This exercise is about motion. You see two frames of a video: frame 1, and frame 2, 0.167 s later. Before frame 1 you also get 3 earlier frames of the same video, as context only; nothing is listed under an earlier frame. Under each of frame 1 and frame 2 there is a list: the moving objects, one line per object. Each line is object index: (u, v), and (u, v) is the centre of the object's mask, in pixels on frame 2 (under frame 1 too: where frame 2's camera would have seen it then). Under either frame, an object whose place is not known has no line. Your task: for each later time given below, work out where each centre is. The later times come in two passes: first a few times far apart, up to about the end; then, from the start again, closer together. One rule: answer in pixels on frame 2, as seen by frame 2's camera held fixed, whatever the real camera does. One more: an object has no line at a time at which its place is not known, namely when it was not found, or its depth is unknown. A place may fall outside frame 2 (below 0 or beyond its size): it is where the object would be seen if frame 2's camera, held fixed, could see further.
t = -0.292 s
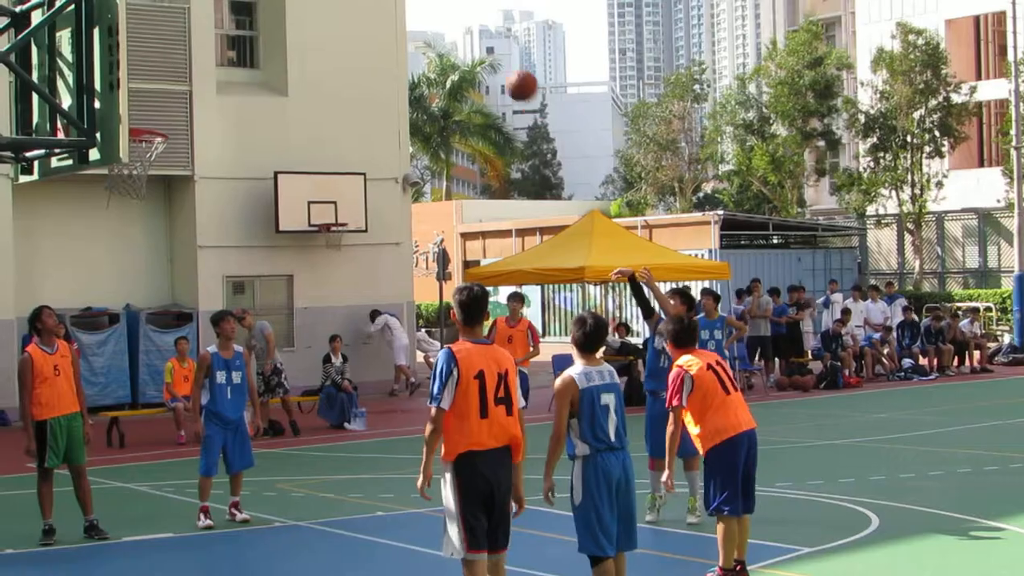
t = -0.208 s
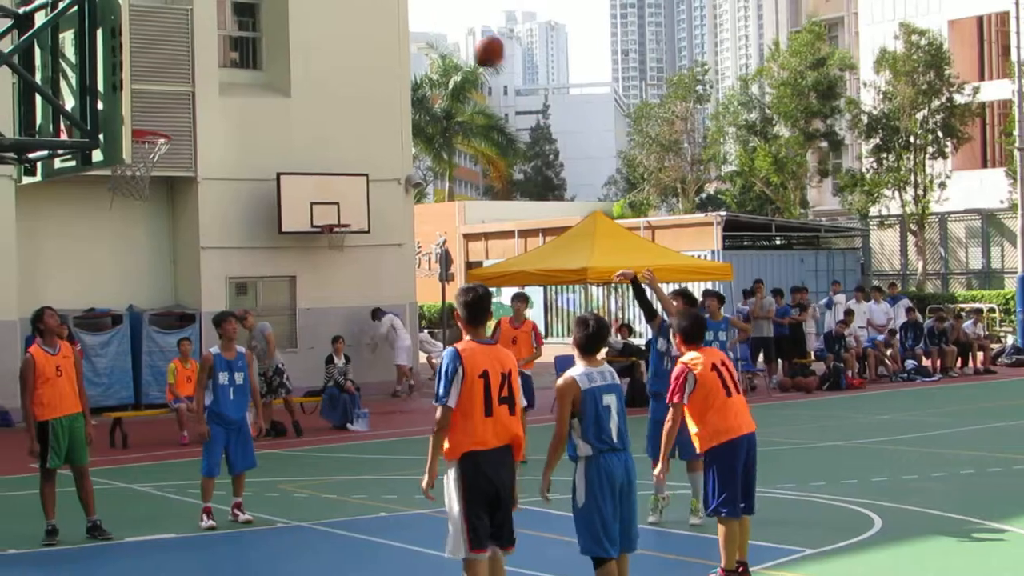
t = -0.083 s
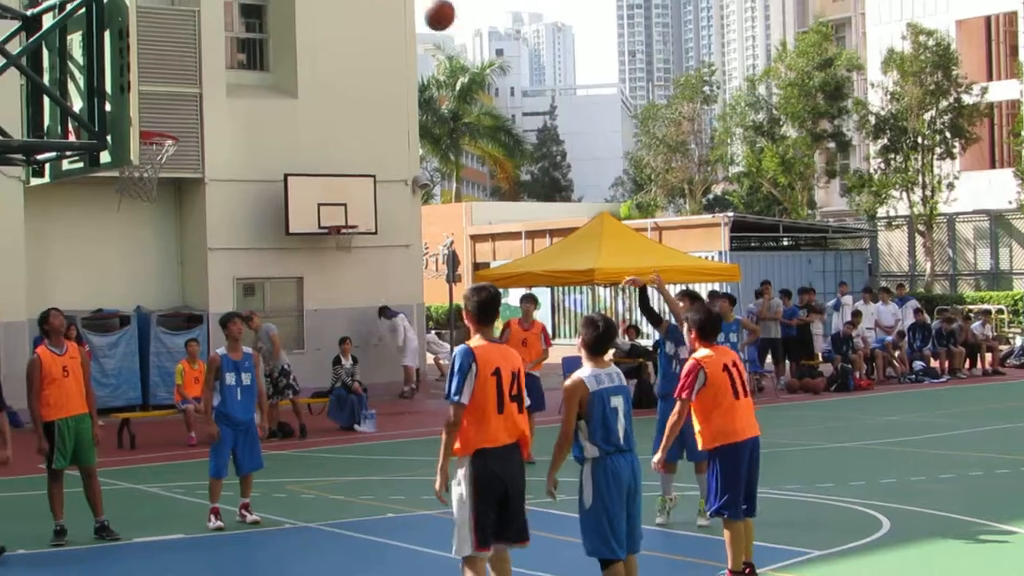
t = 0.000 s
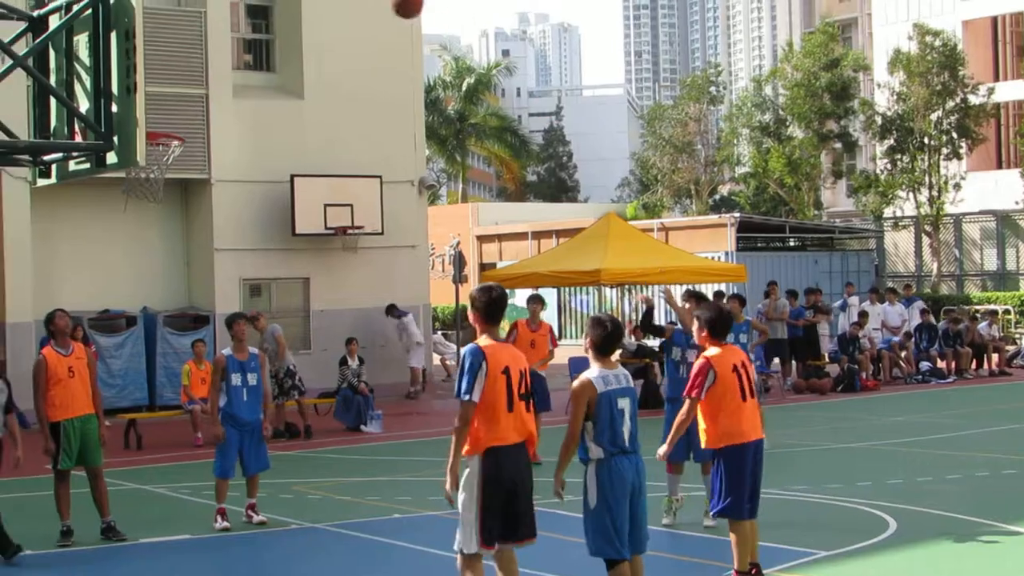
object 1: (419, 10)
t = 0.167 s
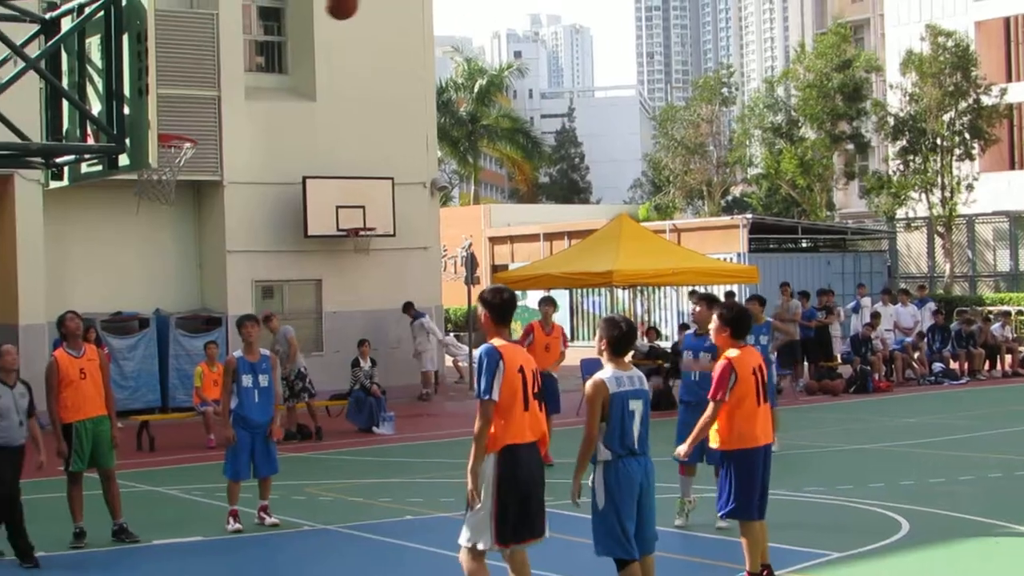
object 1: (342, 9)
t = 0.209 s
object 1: (321, 11)
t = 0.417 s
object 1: (216, 77)
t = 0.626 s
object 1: (136, 185)
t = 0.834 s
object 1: (142, 245)
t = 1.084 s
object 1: (153, 415)
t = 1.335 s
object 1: (176, 541)
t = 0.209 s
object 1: (321, 11)
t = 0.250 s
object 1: (300, 16)
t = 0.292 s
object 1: (280, 27)
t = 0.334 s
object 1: (260, 41)
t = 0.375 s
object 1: (238, 58)
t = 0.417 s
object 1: (216, 77)
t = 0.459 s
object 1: (195, 100)
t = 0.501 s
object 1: (175, 122)
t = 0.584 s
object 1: (137, 182)
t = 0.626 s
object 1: (136, 185)
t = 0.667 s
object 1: (136, 190)
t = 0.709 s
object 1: (137, 199)
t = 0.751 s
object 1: (138, 211)
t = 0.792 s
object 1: (139, 227)
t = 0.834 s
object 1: (142, 245)
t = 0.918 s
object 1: (145, 289)
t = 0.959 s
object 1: (147, 314)
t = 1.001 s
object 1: (150, 344)
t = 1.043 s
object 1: (151, 378)
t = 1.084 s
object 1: (153, 415)
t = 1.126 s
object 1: (155, 455)
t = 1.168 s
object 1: (159, 495)
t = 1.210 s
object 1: (161, 539)
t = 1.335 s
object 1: (176, 541)
